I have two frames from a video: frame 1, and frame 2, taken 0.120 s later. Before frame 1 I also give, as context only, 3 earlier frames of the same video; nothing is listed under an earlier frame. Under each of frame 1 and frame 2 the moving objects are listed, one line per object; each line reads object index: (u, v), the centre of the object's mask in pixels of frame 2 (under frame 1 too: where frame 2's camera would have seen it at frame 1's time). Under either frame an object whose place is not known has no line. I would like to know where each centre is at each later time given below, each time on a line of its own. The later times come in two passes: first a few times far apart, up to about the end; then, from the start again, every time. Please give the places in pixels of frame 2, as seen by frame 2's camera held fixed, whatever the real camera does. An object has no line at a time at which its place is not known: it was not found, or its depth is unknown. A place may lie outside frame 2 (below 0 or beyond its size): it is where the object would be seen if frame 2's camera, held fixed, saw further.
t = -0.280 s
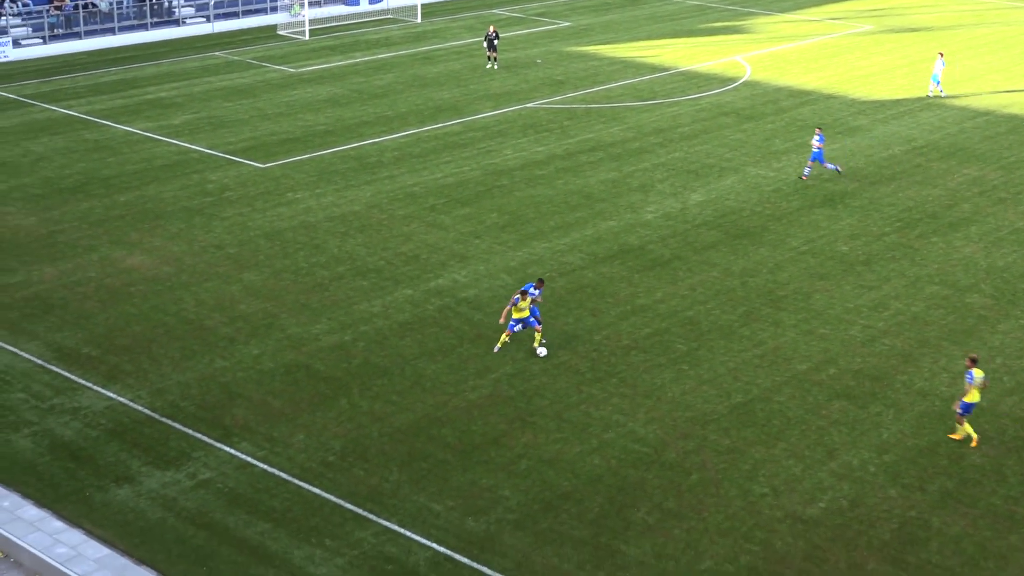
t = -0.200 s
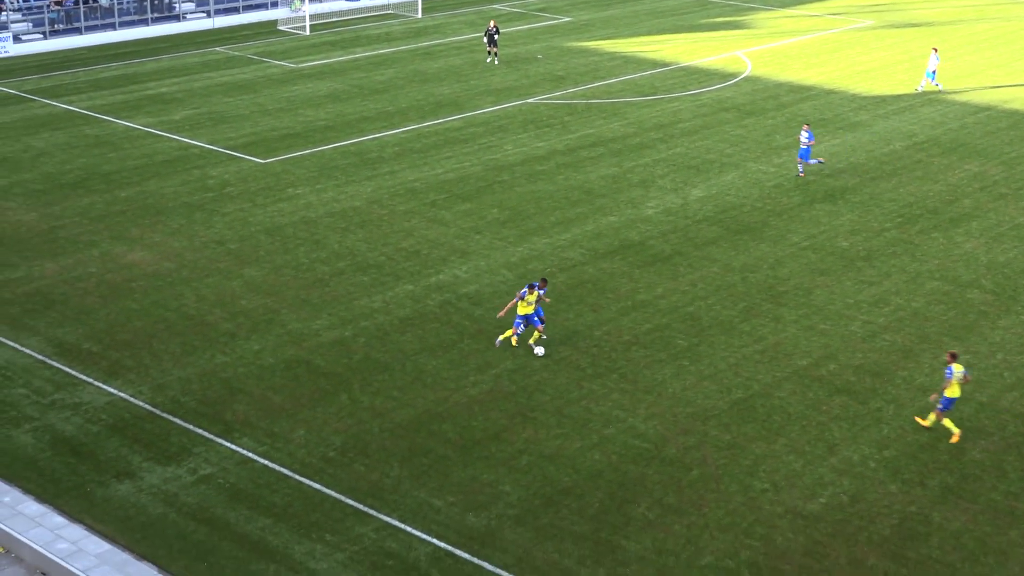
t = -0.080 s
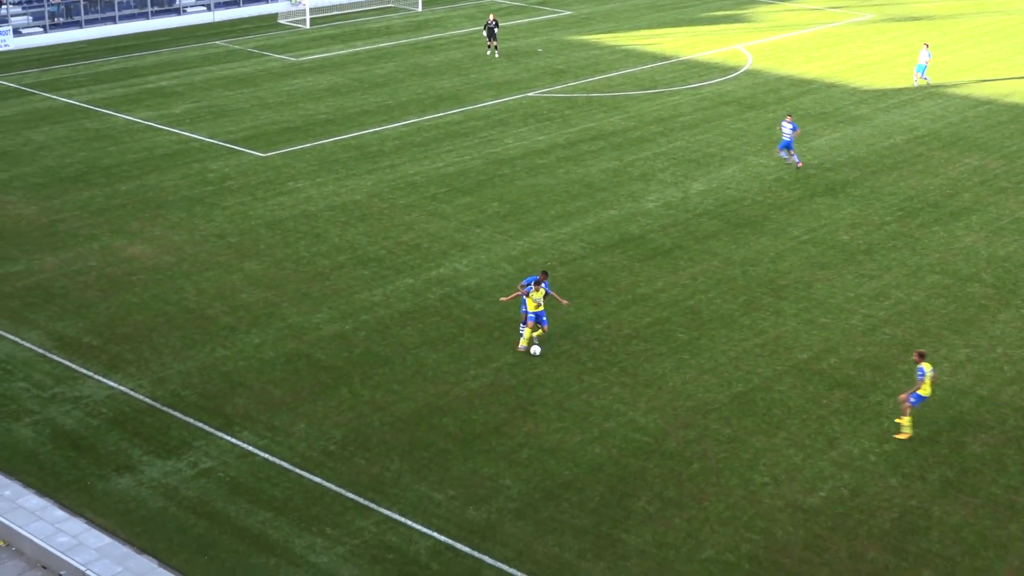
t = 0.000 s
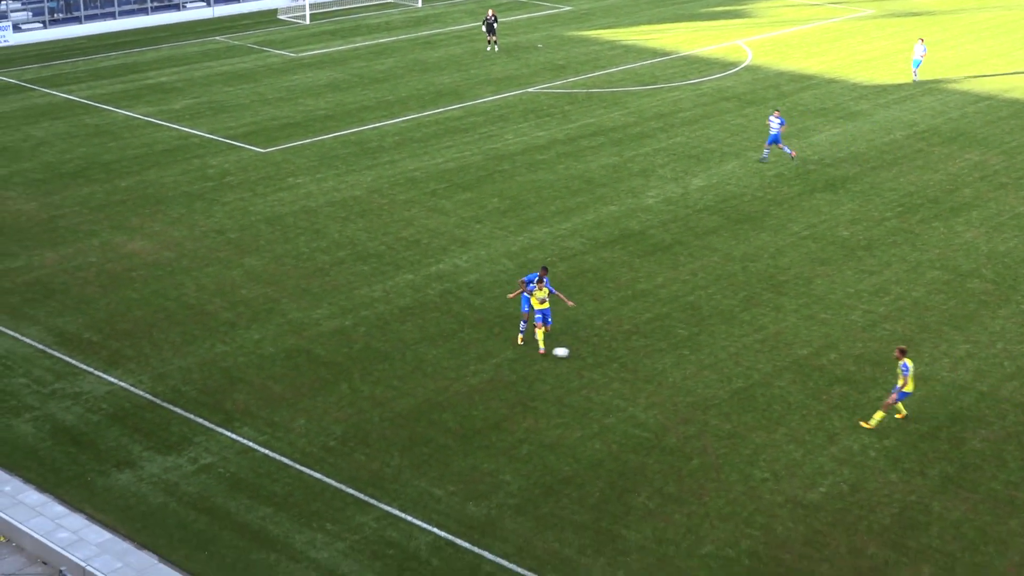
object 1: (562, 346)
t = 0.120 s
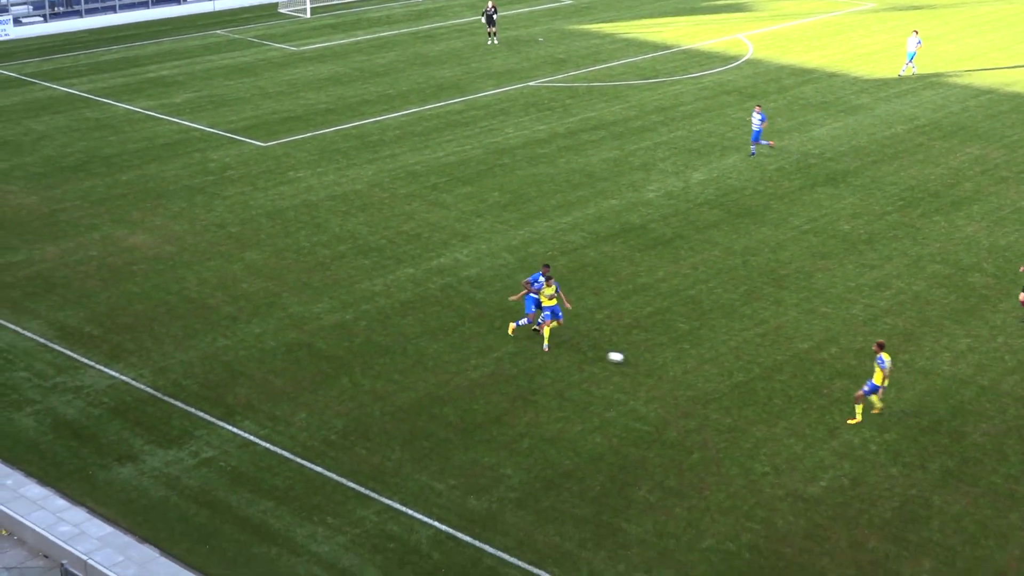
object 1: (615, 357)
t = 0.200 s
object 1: (651, 367)
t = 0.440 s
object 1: (750, 388)
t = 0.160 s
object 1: (633, 362)
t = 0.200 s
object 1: (651, 367)
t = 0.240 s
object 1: (668, 370)
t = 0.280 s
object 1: (685, 373)
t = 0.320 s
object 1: (702, 377)
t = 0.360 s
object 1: (719, 382)
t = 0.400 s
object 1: (735, 386)
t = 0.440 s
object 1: (750, 388)
